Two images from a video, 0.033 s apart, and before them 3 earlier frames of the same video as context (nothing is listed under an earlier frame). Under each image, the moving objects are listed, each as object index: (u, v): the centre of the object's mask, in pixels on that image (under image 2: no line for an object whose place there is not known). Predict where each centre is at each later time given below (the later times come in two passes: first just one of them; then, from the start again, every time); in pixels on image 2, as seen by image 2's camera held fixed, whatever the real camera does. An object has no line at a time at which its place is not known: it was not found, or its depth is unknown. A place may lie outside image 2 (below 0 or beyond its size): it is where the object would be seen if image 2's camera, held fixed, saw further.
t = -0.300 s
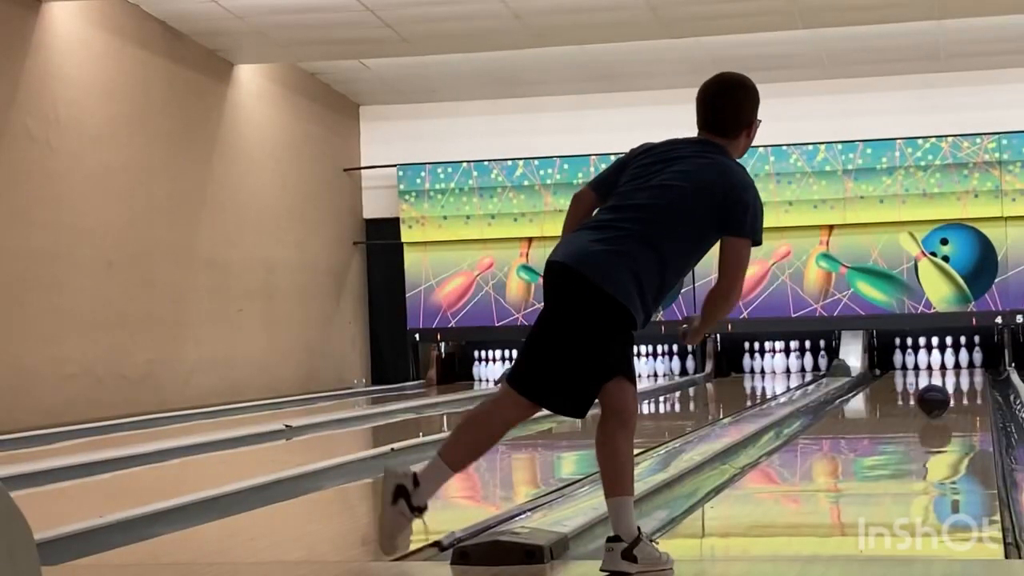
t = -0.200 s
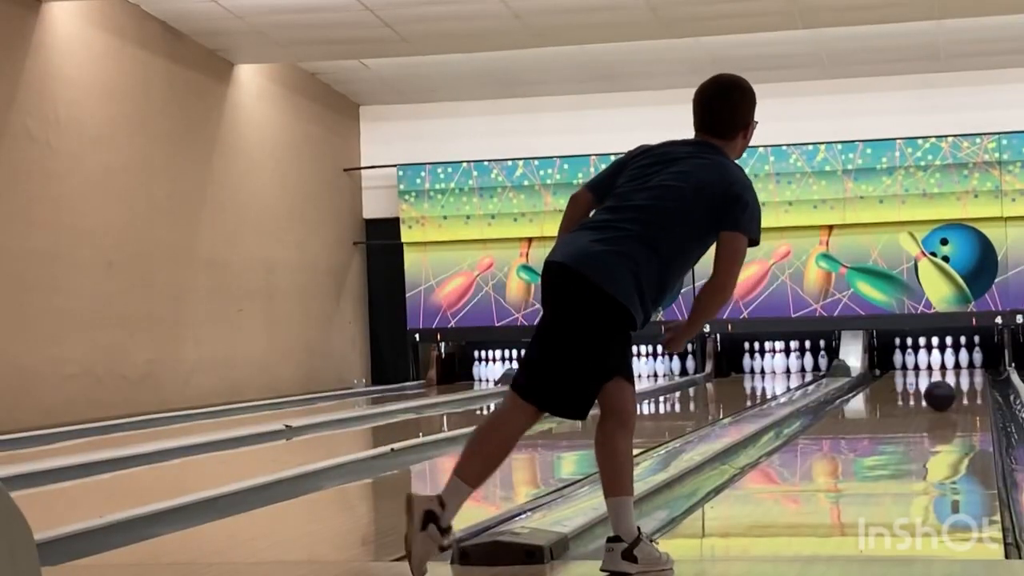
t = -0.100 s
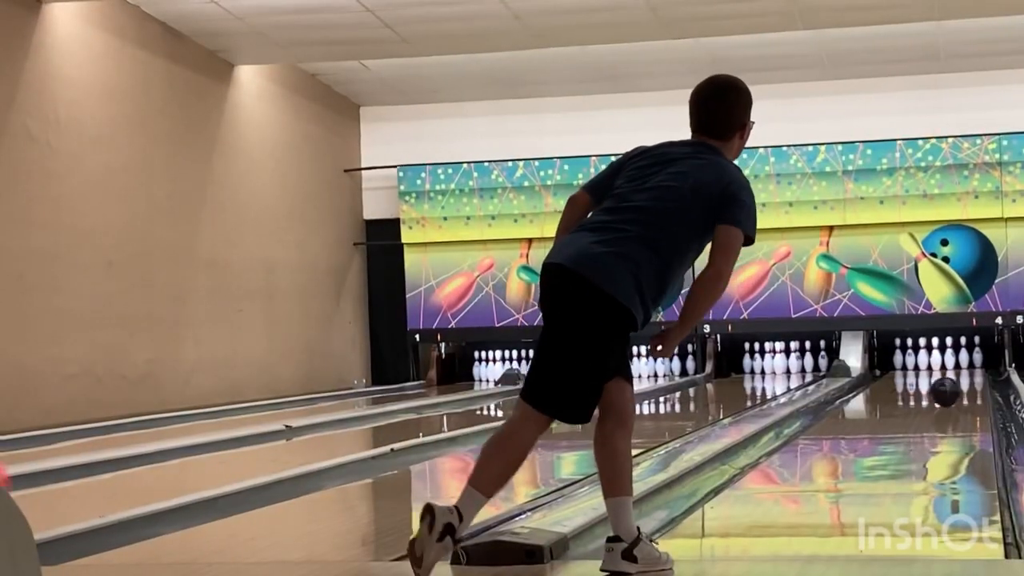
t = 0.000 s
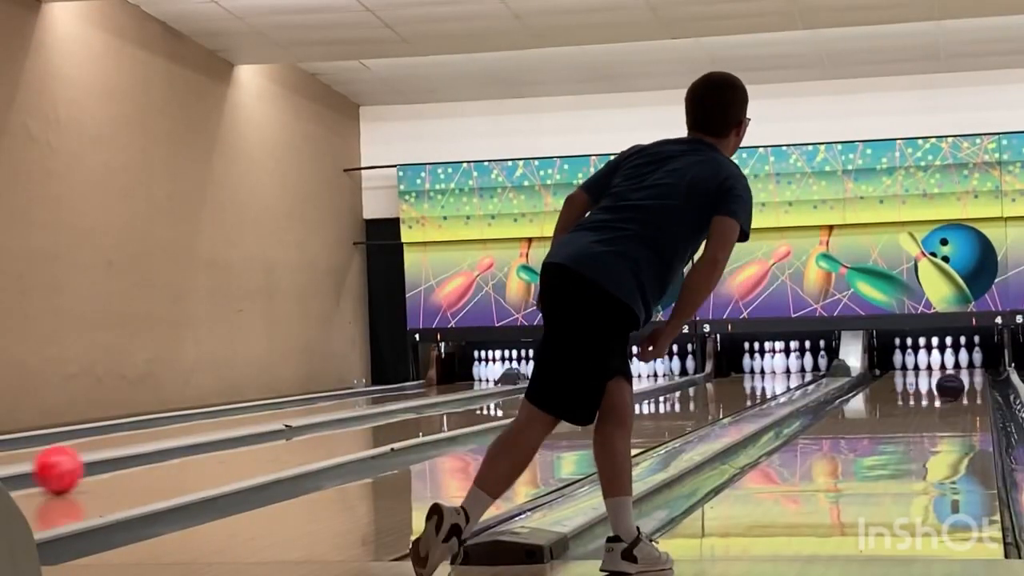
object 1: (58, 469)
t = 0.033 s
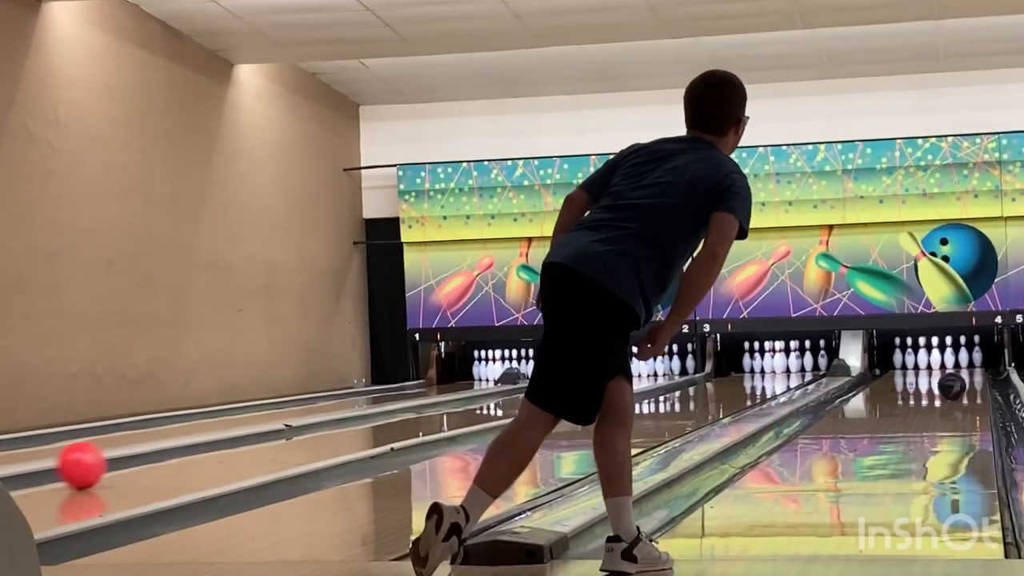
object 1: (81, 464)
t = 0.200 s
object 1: (181, 446)
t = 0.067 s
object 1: (103, 460)
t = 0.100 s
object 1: (124, 456)
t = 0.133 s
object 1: (144, 453)
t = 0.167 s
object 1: (163, 449)
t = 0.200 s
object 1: (181, 446)
